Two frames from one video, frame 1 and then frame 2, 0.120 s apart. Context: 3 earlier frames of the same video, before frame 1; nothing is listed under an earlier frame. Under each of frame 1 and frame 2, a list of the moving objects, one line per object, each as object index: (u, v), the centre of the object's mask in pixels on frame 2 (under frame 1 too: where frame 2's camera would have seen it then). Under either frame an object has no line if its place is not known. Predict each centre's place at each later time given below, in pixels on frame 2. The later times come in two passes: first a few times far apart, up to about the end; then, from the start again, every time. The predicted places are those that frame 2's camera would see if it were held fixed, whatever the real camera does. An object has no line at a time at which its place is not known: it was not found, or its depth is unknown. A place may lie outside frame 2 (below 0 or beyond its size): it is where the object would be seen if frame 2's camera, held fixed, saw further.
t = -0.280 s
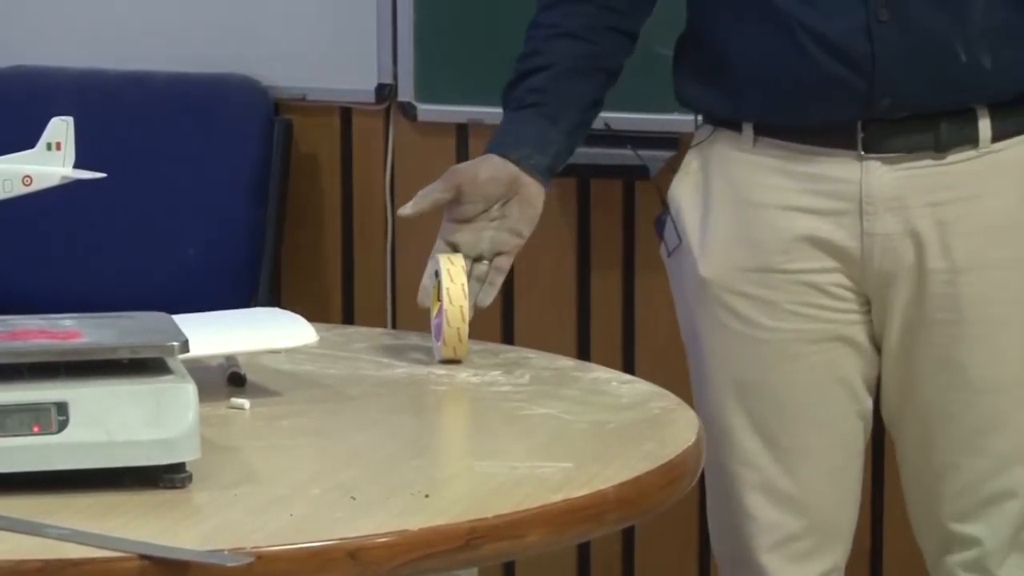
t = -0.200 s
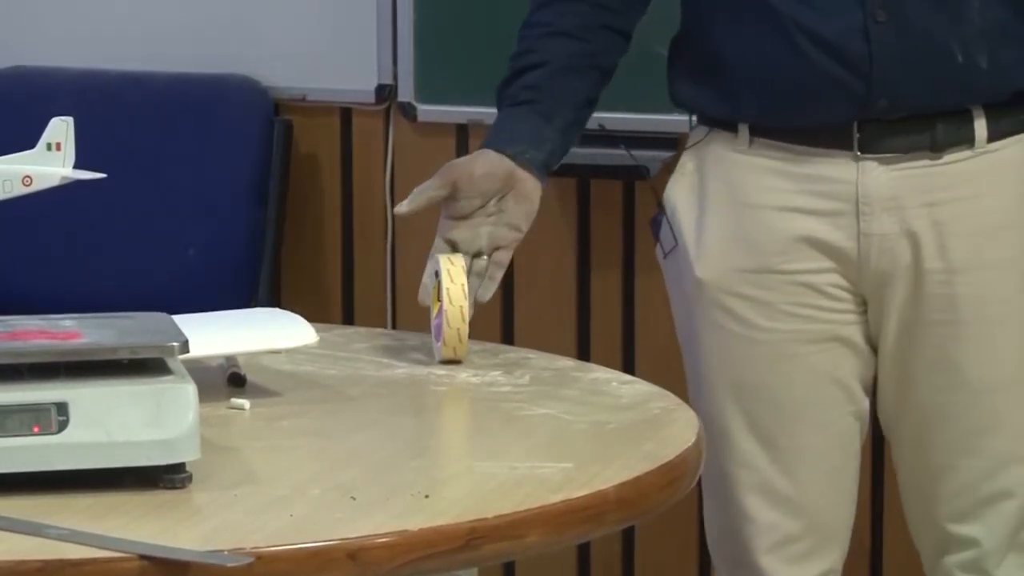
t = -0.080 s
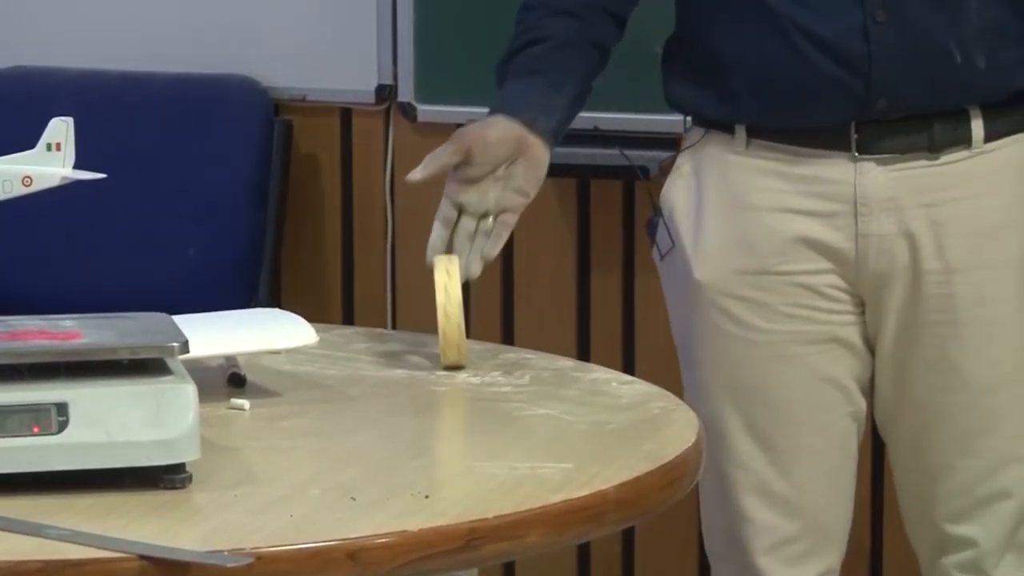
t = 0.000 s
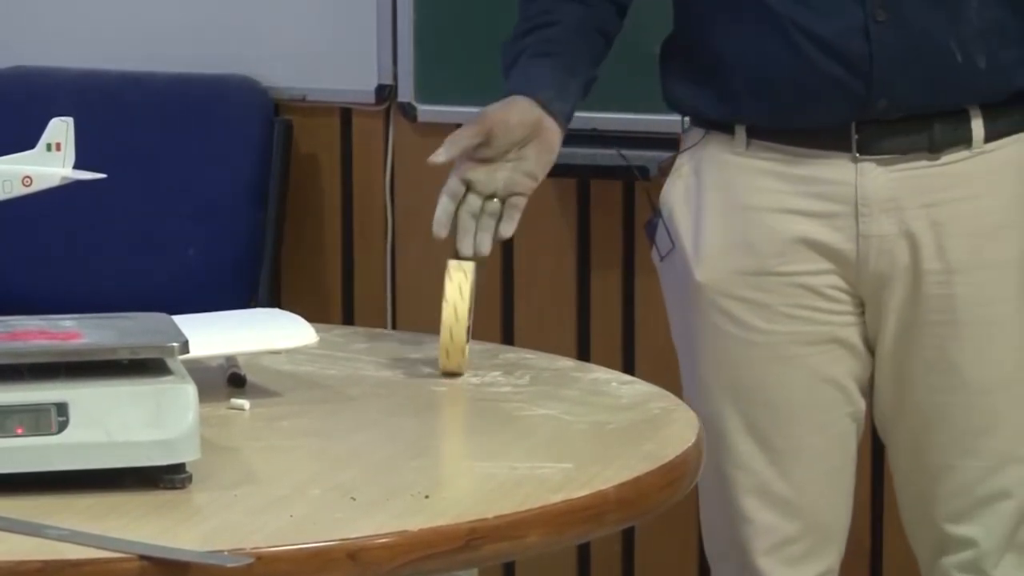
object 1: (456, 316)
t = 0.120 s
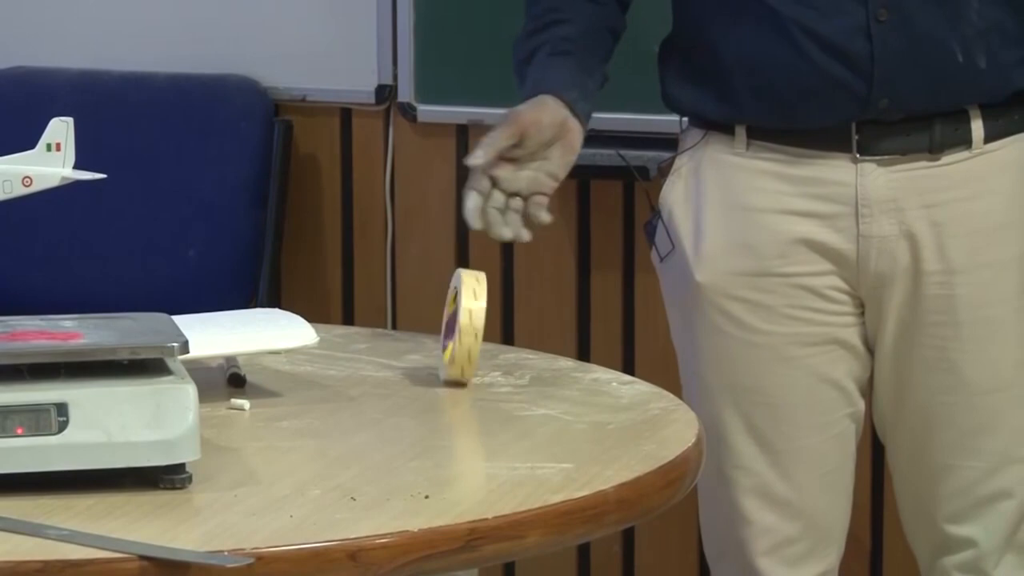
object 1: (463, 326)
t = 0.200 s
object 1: (462, 334)
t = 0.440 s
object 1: (471, 351)
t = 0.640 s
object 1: (466, 369)
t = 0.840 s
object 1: (478, 381)
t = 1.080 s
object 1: (473, 402)
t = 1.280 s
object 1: (485, 416)
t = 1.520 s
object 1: (477, 436)
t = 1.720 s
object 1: (475, 448)
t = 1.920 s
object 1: (467, 480)
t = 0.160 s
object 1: (463, 329)
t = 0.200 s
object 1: (462, 334)
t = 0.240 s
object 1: (460, 336)
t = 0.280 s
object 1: (460, 340)
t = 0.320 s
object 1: (461, 342)
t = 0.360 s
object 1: (464, 344)
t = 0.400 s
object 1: (468, 348)
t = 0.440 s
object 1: (471, 351)
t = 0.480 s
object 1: (472, 354)
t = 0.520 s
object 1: (472, 357)
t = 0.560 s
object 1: (470, 361)
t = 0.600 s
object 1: (467, 366)
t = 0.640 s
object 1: (466, 369)
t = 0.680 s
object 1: (466, 371)
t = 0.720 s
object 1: (469, 373)
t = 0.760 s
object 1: (473, 375)
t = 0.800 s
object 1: (477, 378)
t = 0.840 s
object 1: (478, 381)
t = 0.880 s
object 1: (479, 385)
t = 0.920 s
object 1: (478, 388)
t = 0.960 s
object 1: (476, 392)
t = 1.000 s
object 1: (474, 396)
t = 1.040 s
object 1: (472, 399)
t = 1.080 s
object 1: (473, 402)
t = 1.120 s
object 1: (477, 405)
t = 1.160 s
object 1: (480, 407)
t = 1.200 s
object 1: (483, 409)
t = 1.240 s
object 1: (485, 413)
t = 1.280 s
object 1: (485, 416)
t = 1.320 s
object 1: (484, 418)
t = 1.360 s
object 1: (481, 422)
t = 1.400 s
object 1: (477, 425)
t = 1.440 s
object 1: (474, 428)
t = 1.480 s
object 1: (475, 432)
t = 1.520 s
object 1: (477, 436)
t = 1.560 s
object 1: (479, 439)
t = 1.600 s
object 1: (481, 440)
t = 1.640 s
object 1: (480, 443)
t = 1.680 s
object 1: (479, 446)
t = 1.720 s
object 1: (475, 448)
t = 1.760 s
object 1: (470, 452)
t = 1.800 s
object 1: (466, 454)
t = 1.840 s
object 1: (465, 458)
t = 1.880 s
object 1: (465, 466)
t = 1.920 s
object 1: (467, 480)
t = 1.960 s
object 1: (472, 504)
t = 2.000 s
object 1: (485, 533)
